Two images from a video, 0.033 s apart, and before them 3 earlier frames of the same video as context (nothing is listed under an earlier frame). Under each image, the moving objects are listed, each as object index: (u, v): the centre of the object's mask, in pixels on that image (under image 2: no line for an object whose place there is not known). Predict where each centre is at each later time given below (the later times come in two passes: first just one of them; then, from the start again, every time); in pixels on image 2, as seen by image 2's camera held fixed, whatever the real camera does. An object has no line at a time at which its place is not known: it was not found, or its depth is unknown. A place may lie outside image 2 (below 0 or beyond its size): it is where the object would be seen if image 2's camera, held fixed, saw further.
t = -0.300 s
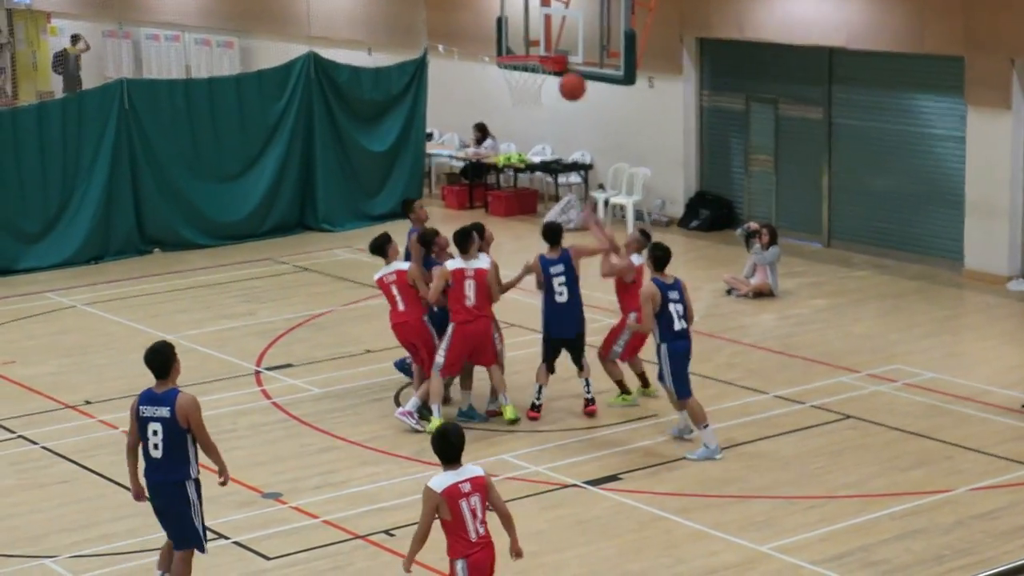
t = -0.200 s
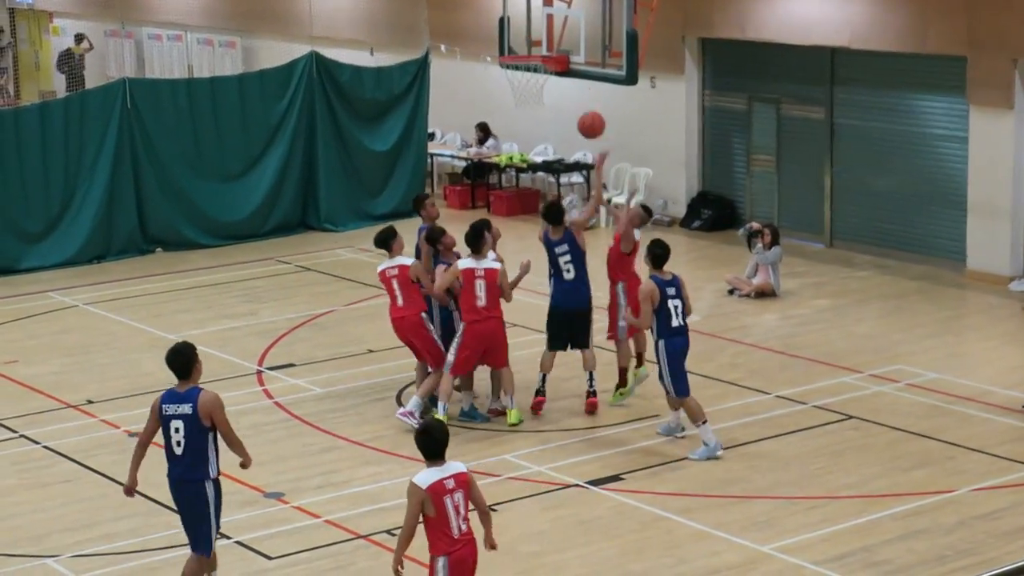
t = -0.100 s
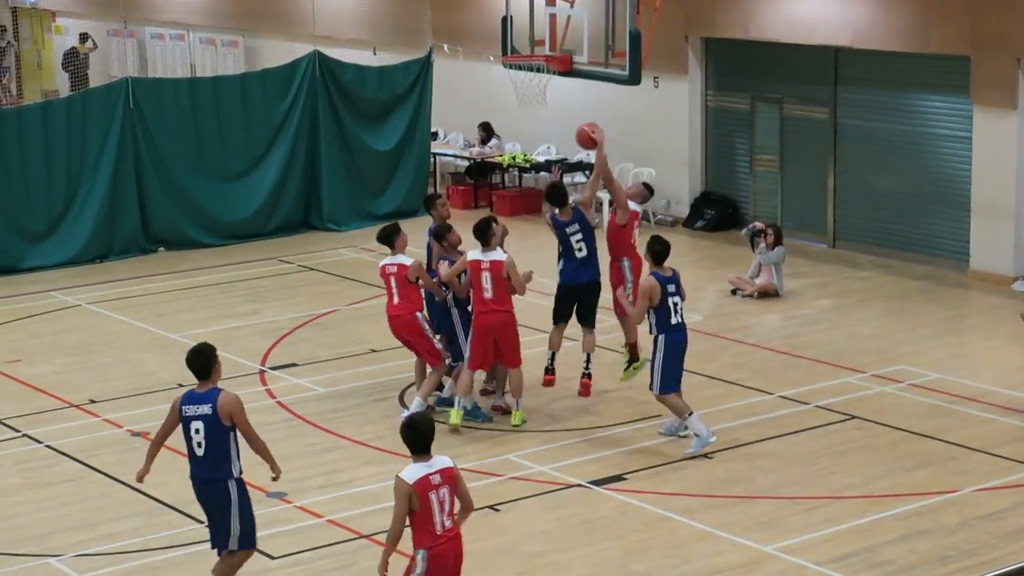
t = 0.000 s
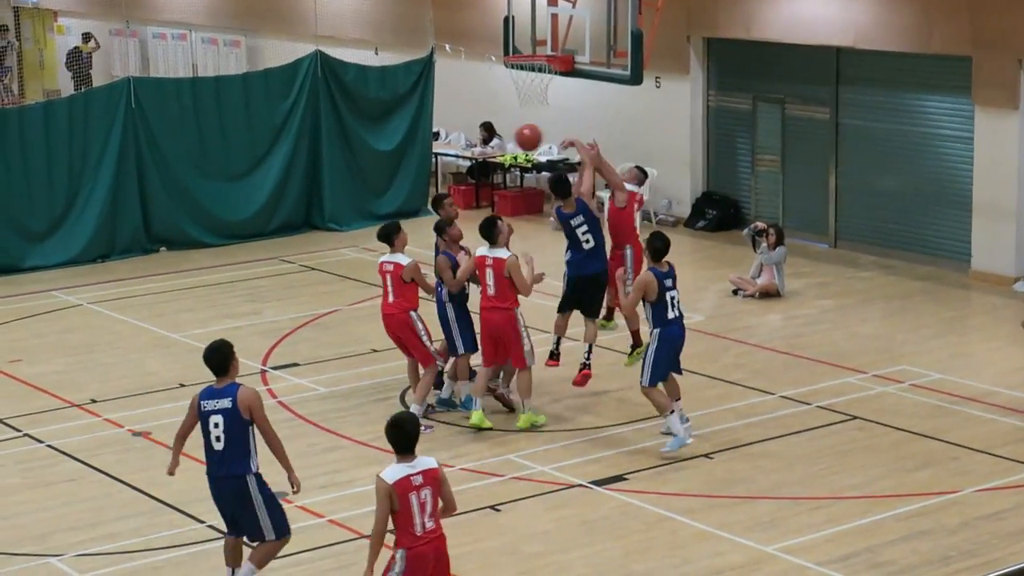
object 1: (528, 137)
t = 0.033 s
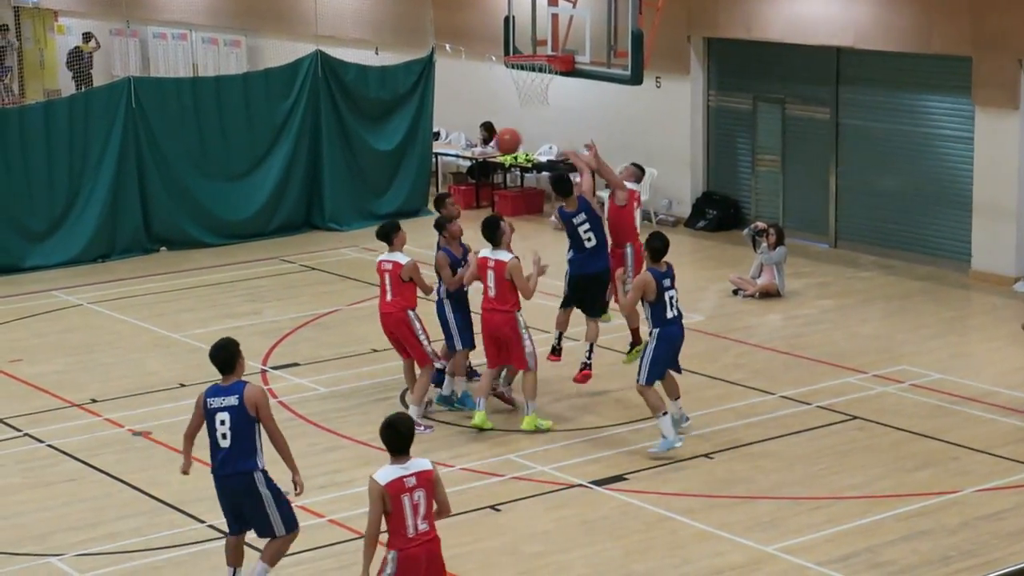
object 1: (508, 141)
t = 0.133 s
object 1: (446, 160)
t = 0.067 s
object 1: (486, 146)
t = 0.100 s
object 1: (467, 153)
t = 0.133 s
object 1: (446, 160)
